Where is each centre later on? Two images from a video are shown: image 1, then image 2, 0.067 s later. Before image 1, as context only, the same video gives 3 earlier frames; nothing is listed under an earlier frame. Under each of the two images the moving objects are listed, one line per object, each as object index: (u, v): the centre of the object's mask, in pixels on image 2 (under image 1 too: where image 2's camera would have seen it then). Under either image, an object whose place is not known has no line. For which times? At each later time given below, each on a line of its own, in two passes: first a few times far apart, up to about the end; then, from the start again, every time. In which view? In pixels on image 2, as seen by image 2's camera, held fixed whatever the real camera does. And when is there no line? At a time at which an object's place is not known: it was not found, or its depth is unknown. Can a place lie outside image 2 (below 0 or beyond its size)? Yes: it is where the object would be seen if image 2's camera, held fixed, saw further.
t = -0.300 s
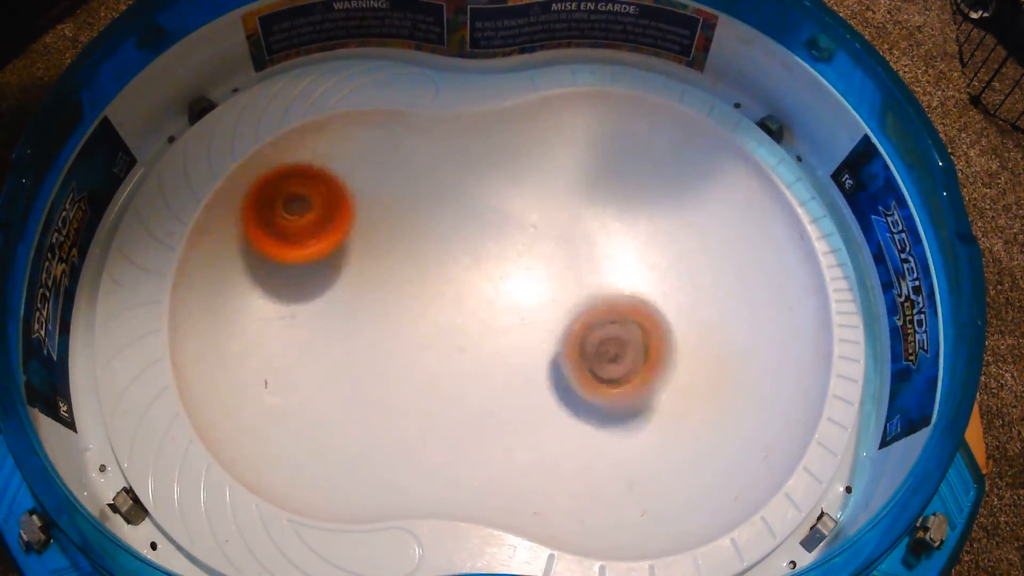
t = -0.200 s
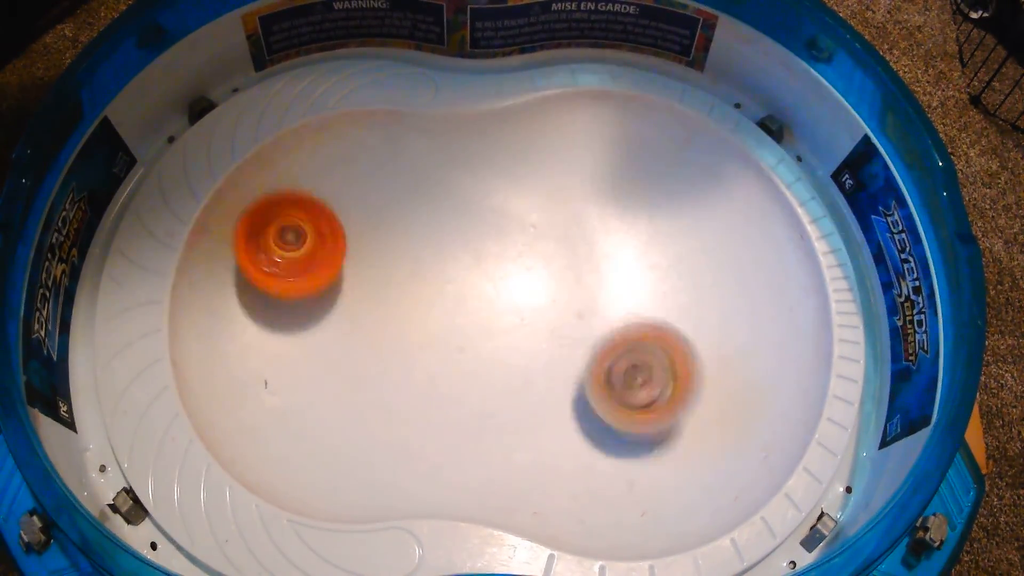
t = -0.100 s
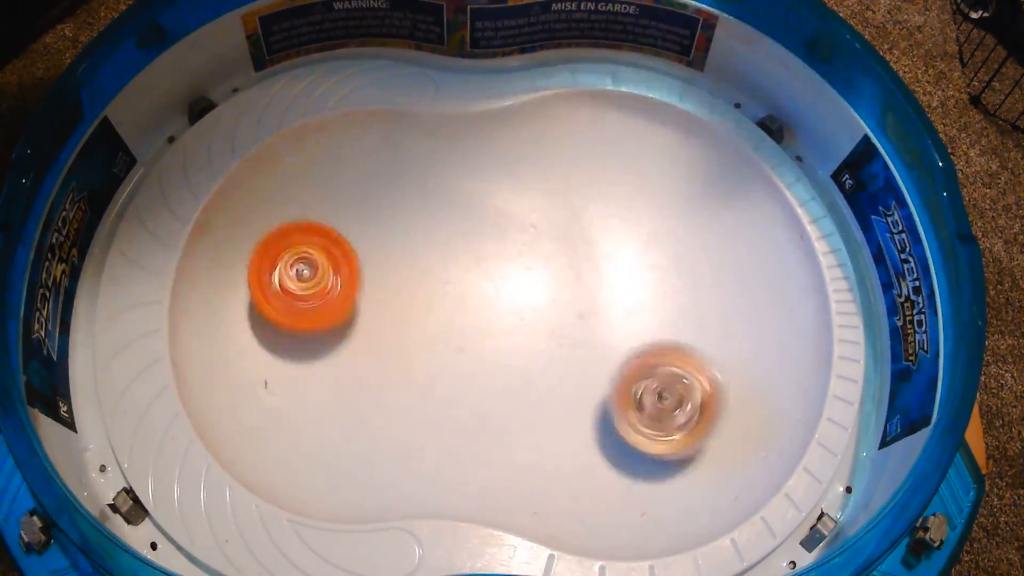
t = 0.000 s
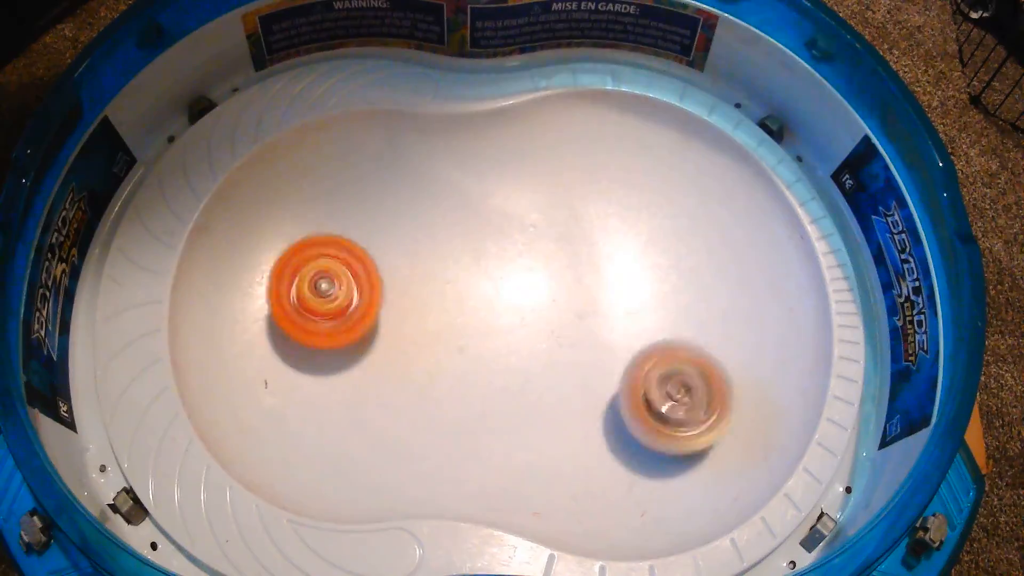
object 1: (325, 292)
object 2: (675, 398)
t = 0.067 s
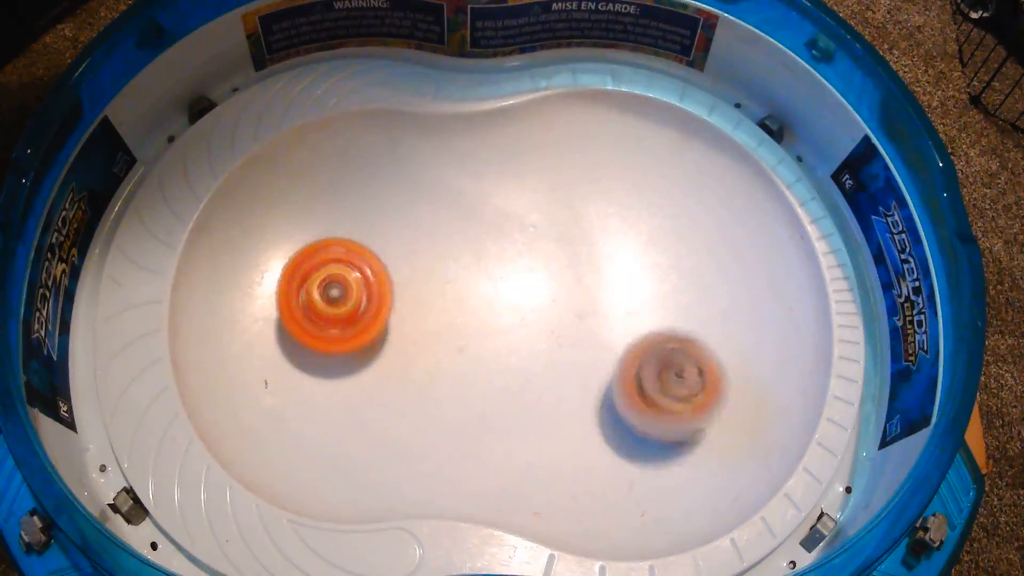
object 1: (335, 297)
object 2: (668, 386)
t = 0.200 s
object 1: (340, 289)
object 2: (641, 349)
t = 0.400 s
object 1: (361, 261)
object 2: (607, 283)
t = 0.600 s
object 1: (396, 258)
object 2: (605, 224)
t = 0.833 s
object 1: (446, 283)
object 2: (620, 229)
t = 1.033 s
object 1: (481, 301)
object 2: (635, 279)
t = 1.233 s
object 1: (514, 314)
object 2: (624, 334)
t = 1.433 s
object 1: (498, 293)
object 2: (599, 378)
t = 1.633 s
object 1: (438, 248)
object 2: (592, 359)
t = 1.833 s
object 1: (413, 262)
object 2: (643, 318)
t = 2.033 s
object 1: (409, 266)
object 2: (686, 300)
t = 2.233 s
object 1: (438, 271)
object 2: (669, 304)
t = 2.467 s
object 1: (477, 290)
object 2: (613, 272)
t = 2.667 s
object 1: (506, 304)
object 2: (612, 259)
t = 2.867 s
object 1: (528, 318)
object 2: (630, 259)
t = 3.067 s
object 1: (546, 322)
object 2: (640, 261)
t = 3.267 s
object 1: (554, 320)
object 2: (642, 261)
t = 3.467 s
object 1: (556, 324)
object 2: (642, 260)
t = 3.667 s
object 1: (560, 327)
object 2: (642, 258)
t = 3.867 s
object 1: (565, 331)
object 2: (645, 258)
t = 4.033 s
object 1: (572, 333)
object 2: (645, 257)
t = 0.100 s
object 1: (337, 298)
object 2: (663, 377)
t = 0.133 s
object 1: (338, 298)
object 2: (660, 369)
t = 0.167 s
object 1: (338, 295)
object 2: (651, 362)
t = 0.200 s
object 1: (340, 289)
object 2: (641, 349)
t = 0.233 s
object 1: (344, 282)
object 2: (632, 335)
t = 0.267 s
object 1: (348, 275)
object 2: (628, 327)
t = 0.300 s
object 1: (351, 270)
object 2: (620, 316)
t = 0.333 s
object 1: (354, 267)
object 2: (613, 303)
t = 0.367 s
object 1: (357, 264)
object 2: (609, 289)
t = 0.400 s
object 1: (361, 261)
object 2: (607, 283)
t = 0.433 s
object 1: (365, 259)
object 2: (605, 273)
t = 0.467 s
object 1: (369, 257)
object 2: (603, 263)
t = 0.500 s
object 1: (374, 256)
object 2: (605, 253)
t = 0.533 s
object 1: (381, 256)
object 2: (604, 242)
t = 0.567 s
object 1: (388, 257)
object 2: (605, 231)
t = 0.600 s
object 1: (396, 258)
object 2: (605, 224)
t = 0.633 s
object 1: (404, 261)
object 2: (606, 222)
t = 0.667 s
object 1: (412, 265)
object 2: (605, 217)
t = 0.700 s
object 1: (419, 268)
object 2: (608, 216)
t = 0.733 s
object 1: (425, 272)
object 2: (609, 216)
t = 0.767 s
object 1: (432, 276)
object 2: (611, 219)
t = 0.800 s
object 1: (439, 279)
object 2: (614, 223)
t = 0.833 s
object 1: (446, 283)
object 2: (620, 229)
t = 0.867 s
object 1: (452, 286)
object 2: (626, 236)
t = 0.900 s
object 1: (458, 289)
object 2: (627, 243)
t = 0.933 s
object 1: (464, 293)
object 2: (628, 247)
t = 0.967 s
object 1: (469, 296)
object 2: (632, 253)
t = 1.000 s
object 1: (475, 298)
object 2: (637, 266)
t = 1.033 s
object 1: (481, 301)
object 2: (635, 279)
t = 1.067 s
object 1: (486, 304)
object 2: (635, 286)
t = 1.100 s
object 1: (492, 306)
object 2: (636, 294)
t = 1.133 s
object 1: (498, 309)
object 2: (634, 309)
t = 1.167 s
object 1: (503, 311)
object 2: (627, 320)
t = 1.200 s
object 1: (508, 313)
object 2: (624, 328)
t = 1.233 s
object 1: (514, 314)
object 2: (624, 334)
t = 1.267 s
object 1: (515, 312)
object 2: (620, 345)
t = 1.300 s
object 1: (514, 307)
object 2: (617, 354)
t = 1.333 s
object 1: (512, 299)
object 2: (614, 363)
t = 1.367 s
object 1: (510, 294)
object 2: (609, 369)
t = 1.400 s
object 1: (505, 294)
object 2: (607, 373)
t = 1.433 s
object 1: (498, 293)
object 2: (599, 378)
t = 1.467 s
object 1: (488, 289)
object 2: (590, 376)
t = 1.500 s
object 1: (479, 283)
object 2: (585, 374)
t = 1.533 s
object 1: (469, 272)
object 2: (582, 371)
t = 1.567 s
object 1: (458, 261)
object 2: (584, 366)
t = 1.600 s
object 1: (448, 252)
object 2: (590, 364)
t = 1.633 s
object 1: (438, 248)
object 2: (592, 359)
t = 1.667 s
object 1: (431, 248)
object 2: (596, 351)
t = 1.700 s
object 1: (427, 250)
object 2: (602, 341)
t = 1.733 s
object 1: (423, 253)
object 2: (610, 333)
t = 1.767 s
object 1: (420, 257)
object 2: (622, 327)
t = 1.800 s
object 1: (416, 260)
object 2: (635, 325)
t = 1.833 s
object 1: (413, 262)
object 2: (643, 318)
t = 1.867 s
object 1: (410, 264)
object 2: (653, 309)
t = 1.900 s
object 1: (408, 266)
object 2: (662, 302)
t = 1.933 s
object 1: (407, 267)
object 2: (671, 298)
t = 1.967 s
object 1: (407, 267)
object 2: (679, 297)
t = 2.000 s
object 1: (408, 266)
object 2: (685, 299)
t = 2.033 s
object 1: (409, 266)
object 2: (686, 300)
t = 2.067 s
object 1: (412, 266)
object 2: (685, 300)
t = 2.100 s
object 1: (416, 267)
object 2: (684, 300)
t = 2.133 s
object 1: (421, 267)
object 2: (682, 300)
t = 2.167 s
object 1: (426, 268)
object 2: (682, 300)
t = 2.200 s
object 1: (432, 269)
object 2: (678, 304)
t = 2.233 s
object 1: (438, 271)
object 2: (669, 304)
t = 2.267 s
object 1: (444, 274)
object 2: (661, 302)
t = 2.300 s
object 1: (449, 277)
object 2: (653, 298)
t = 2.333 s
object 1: (455, 280)
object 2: (644, 294)
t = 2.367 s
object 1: (461, 282)
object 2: (634, 287)
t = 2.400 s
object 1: (467, 285)
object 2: (627, 278)
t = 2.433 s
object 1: (472, 287)
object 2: (620, 274)
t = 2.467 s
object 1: (477, 290)
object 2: (613, 272)
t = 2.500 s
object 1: (482, 292)
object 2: (605, 266)
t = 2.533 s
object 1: (487, 295)
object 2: (601, 262)
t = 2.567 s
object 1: (492, 297)
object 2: (602, 259)
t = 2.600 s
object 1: (497, 300)
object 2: (605, 258)
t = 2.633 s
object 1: (501, 302)
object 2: (609, 259)
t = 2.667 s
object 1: (506, 304)
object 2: (612, 259)
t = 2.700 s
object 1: (510, 306)
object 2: (616, 259)
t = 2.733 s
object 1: (514, 308)
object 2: (620, 258)
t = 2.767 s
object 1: (518, 311)
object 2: (622, 258)
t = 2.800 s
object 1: (521, 313)
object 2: (625, 258)
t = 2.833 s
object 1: (525, 316)
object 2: (627, 258)
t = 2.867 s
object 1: (528, 318)
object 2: (630, 259)
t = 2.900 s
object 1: (532, 320)
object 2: (633, 259)
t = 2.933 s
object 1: (535, 322)
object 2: (635, 260)
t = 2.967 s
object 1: (538, 323)
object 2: (638, 260)
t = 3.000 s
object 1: (540, 323)
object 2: (641, 260)
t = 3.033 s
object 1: (543, 323)
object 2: (641, 261)
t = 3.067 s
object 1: (546, 322)
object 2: (640, 261)
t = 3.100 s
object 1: (550, 320)
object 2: (640, 261)
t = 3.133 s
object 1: (553, 319)
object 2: (641, 260)
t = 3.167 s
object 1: (553, 319)
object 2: (642, 260)
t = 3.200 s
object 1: (553, 319)
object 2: (642, 260)
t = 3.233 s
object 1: (553, 320)
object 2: (642, 260)
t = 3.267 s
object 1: (554, 320)
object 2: (642, 261)
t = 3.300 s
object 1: (555, 321)
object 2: (642, 261)
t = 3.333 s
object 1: (555, 321)
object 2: (642, 261)
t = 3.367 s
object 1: (555, 322)
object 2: (642, 261)
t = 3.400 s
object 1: (555, 322)
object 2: (642, 260)
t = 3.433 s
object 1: (556, 323)
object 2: (642, 261)
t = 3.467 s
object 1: (556, 324)
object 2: (642, 260)
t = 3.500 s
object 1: (557, 325)
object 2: (642, 260)
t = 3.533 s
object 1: (557, 326)
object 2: (643, 261)
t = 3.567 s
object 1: (558, 326)
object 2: (643, 261)
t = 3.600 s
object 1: (558, 326)
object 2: (642, 259)
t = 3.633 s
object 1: (559, 327)
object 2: (642, 258)
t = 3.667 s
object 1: (560, 327)
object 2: (642, 258)
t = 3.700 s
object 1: (561, 328)
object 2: (642, 258)
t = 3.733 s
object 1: (562, 329)
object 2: (642, 257)
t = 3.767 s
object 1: (563, 329)
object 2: (643, 257)
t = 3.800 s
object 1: (564, 329)
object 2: (643, 257)
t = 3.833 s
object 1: (564, 330)
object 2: (644, 258)
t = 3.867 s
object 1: (565, 331)
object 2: (645, 258)
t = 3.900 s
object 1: (567, 331)
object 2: (645, 258)
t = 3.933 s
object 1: (569, 330)
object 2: (644, 257)
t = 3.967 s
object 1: (569, 331)
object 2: (646, 257)
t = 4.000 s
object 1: (571, 332)
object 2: (645, 257)
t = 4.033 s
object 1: (572, 333)
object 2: (645, 257)
